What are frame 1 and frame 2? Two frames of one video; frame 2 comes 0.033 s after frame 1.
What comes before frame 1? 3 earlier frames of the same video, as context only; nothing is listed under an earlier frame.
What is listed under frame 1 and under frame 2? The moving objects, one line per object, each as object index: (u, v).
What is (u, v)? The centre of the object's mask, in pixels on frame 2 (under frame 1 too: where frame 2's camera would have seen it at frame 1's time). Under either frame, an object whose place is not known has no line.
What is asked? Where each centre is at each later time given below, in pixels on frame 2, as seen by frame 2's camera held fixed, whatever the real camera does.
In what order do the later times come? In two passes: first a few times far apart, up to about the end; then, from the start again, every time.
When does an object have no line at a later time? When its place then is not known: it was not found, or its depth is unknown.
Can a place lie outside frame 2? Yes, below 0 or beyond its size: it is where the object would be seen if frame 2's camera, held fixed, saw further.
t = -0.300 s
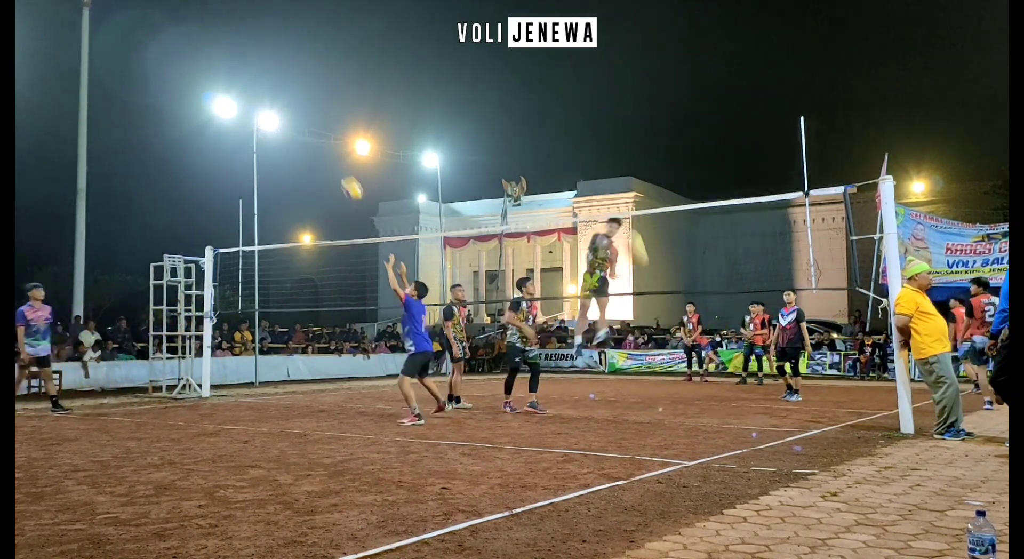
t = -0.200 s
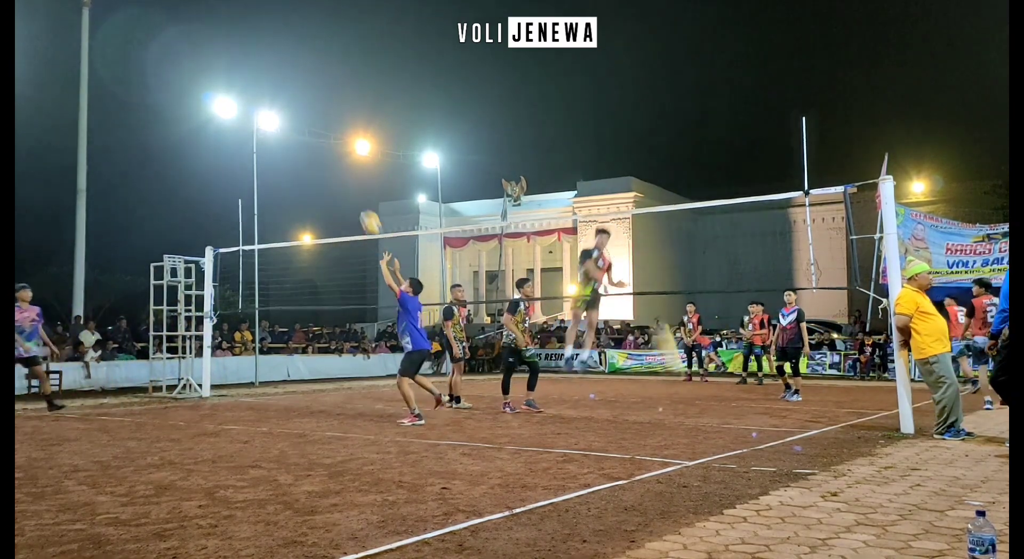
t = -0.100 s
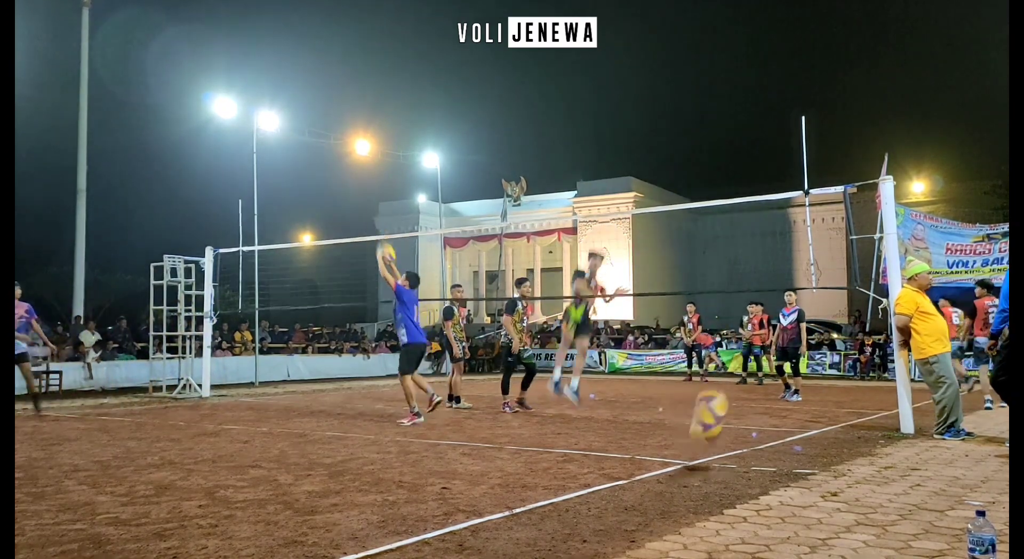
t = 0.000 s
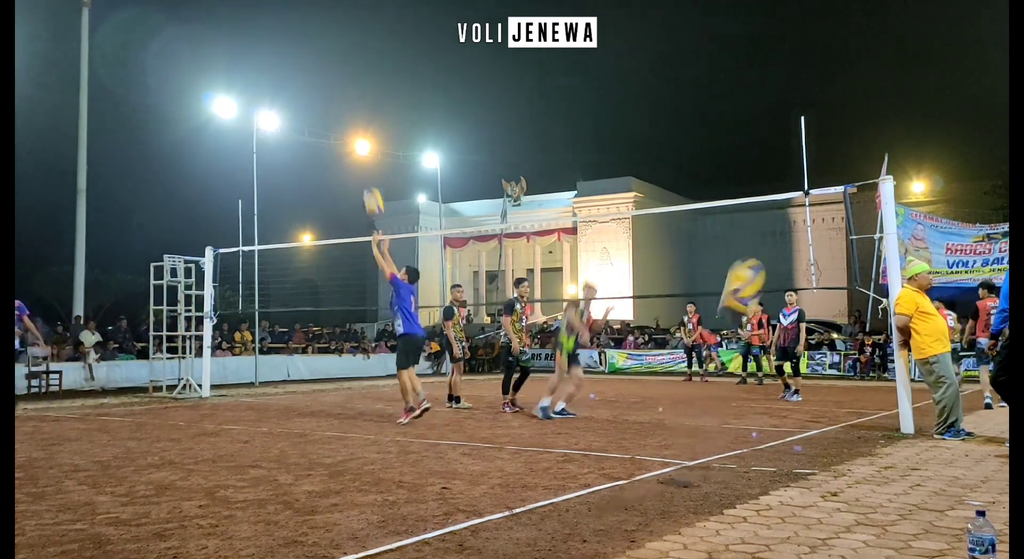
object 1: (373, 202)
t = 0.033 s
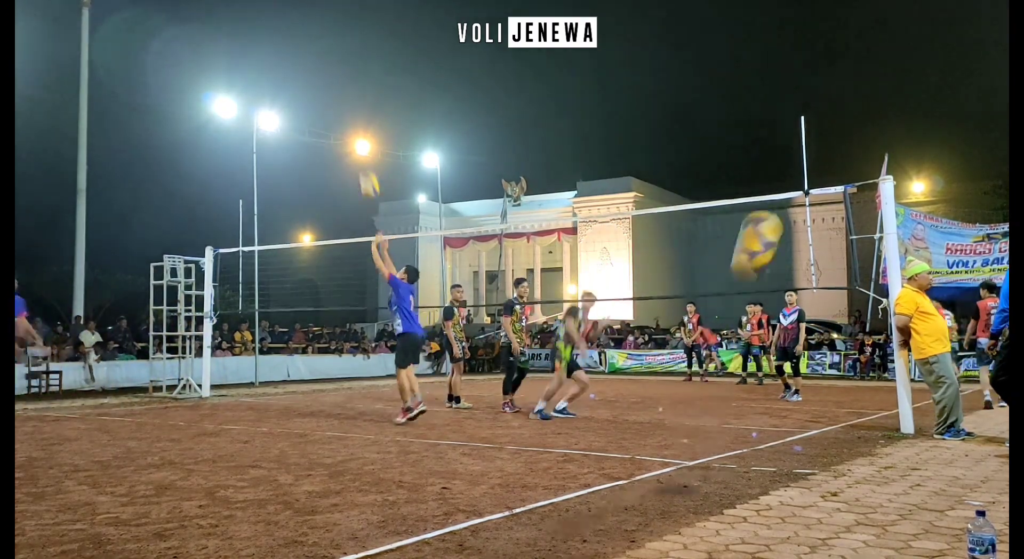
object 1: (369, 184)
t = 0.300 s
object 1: (335, 84)
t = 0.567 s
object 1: (302, 46)
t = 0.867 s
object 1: (265, 70)
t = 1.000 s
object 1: (250, 103)
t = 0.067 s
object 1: (364, 168)
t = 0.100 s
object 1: (359, 155)
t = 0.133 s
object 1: (355, 139)
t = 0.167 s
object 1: (351, 126)
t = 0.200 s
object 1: (348, 114)
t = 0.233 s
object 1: (344, 103)
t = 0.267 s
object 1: (339, 93)
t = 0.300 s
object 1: (335, 84)
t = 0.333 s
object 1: (331, 76)
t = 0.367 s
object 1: (327, 69)
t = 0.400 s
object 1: (323, 63)
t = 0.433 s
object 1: (319, 57)
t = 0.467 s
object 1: (315, 53)
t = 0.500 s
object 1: (311, 50)
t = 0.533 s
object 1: (306, 47)
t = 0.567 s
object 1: (302, 46)
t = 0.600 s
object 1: (298, 45)
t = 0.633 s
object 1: (294, 45)
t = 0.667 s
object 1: (290, 46)
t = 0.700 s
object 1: (285, 48)
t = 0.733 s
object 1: (281, 51)
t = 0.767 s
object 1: (278, 54)
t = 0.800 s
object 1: (273, 59)
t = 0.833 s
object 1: (269, 65)
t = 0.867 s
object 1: (265, 70)
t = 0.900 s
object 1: (261, 78)
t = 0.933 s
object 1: (257, 85)
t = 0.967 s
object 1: (253, 94)
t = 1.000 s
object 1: (250, 103)
